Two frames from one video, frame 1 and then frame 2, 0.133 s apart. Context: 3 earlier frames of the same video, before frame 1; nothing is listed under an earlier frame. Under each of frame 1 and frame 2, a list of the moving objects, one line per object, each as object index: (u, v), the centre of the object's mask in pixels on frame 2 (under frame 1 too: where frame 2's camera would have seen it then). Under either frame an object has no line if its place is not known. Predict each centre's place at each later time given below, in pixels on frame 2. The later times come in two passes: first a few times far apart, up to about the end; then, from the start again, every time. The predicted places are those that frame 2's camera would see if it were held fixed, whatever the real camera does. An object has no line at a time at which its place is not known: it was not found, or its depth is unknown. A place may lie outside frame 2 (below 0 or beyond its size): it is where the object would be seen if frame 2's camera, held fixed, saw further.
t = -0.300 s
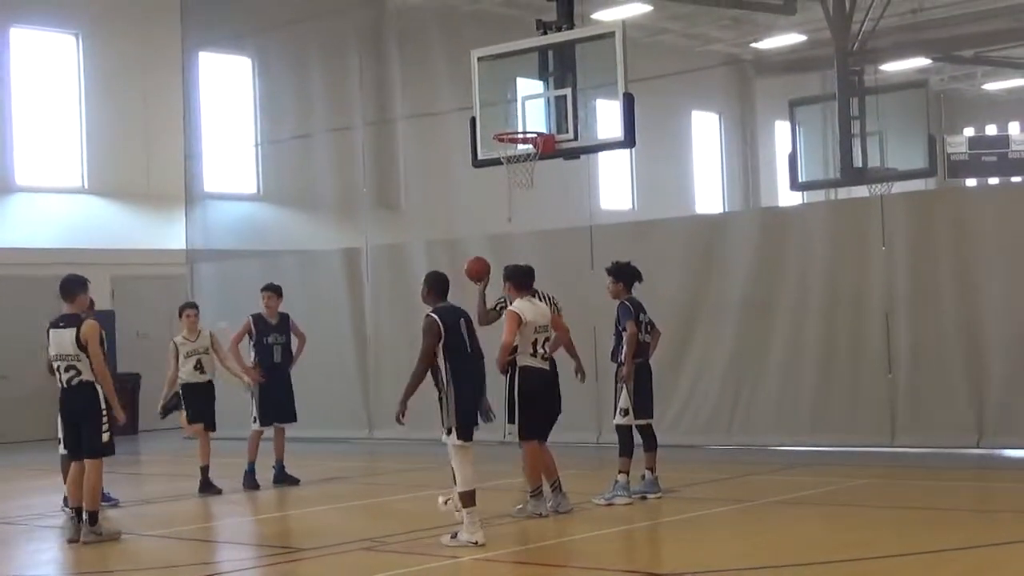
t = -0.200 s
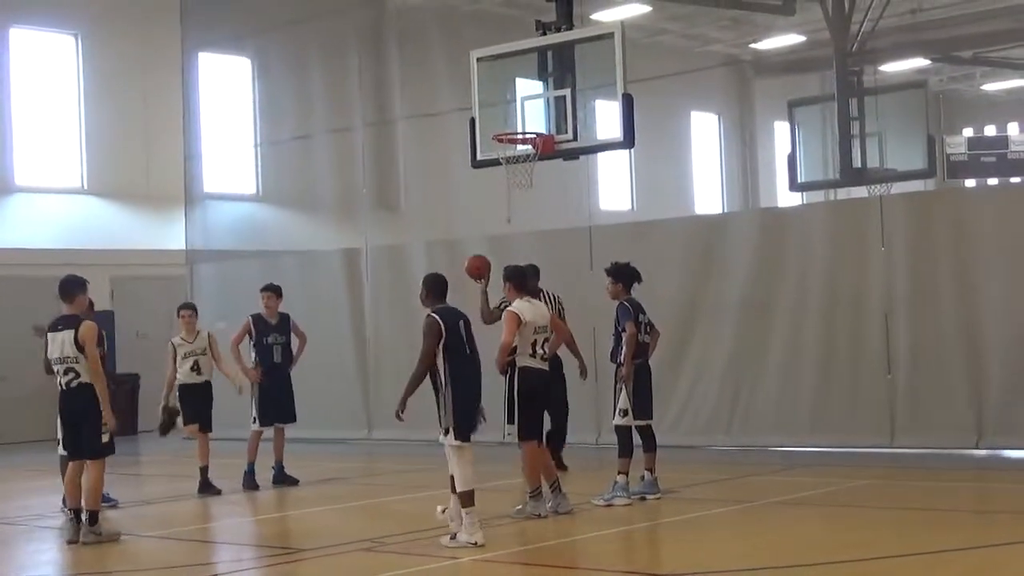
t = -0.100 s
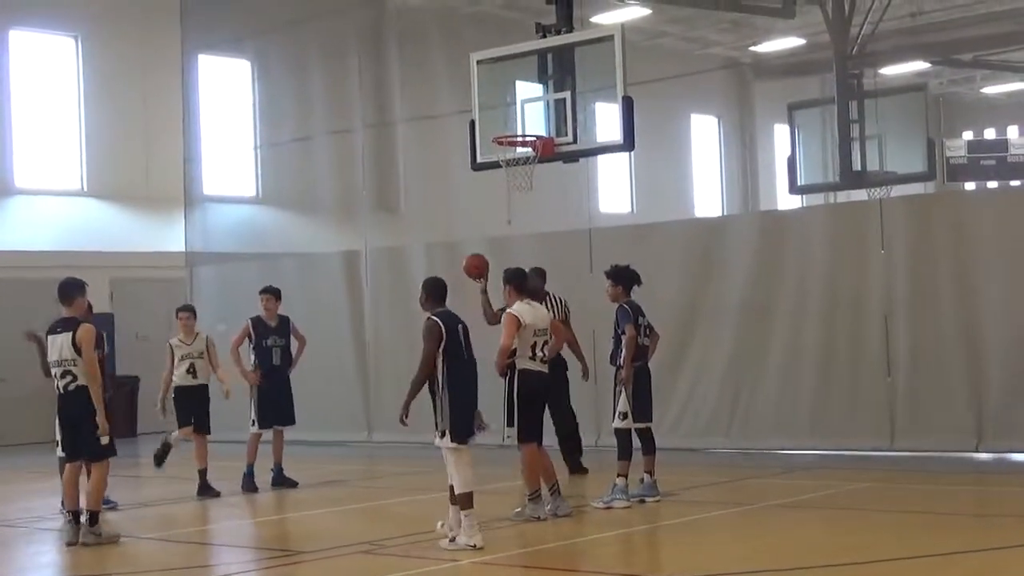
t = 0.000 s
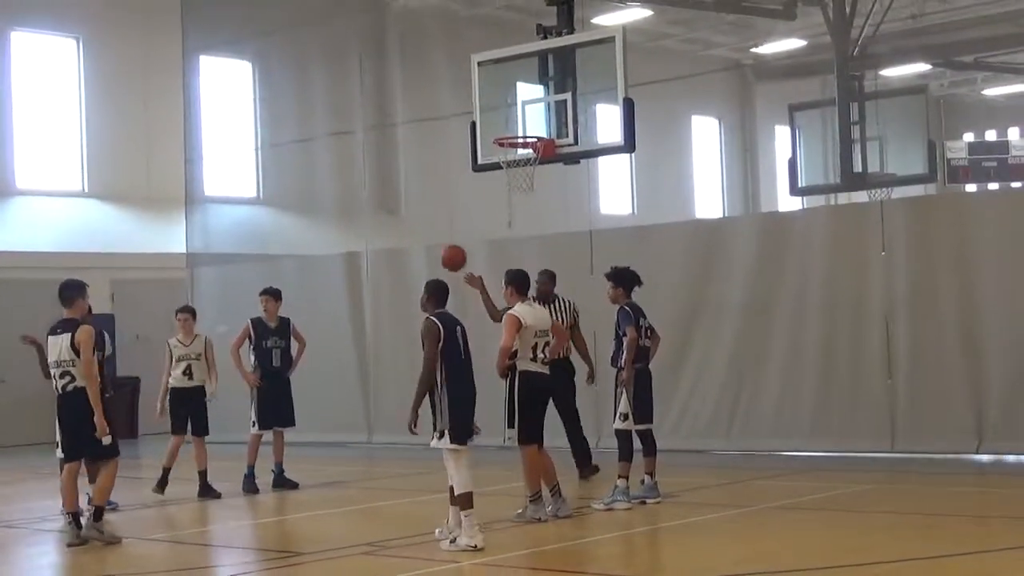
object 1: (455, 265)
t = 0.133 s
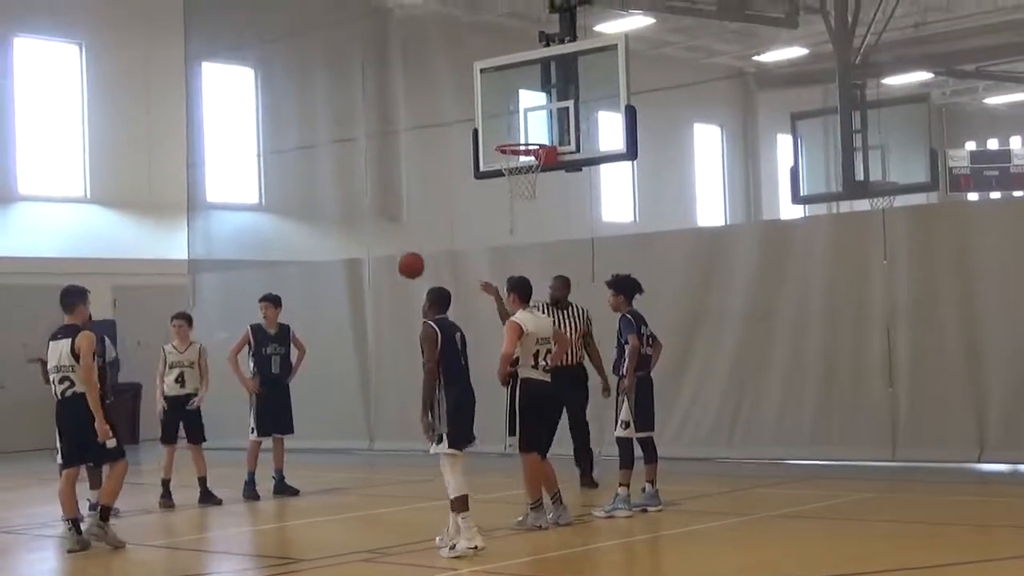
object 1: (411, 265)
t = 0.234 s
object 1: (377, 279)
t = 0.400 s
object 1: (318, 331)
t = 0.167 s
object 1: (400, 269)
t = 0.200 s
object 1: (388, 273)
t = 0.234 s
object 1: (377, 279)
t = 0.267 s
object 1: (365, 286)
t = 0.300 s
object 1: (354, 295)
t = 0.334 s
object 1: (342, 305)
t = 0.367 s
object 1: (329, 317)
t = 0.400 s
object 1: (318, 331)
